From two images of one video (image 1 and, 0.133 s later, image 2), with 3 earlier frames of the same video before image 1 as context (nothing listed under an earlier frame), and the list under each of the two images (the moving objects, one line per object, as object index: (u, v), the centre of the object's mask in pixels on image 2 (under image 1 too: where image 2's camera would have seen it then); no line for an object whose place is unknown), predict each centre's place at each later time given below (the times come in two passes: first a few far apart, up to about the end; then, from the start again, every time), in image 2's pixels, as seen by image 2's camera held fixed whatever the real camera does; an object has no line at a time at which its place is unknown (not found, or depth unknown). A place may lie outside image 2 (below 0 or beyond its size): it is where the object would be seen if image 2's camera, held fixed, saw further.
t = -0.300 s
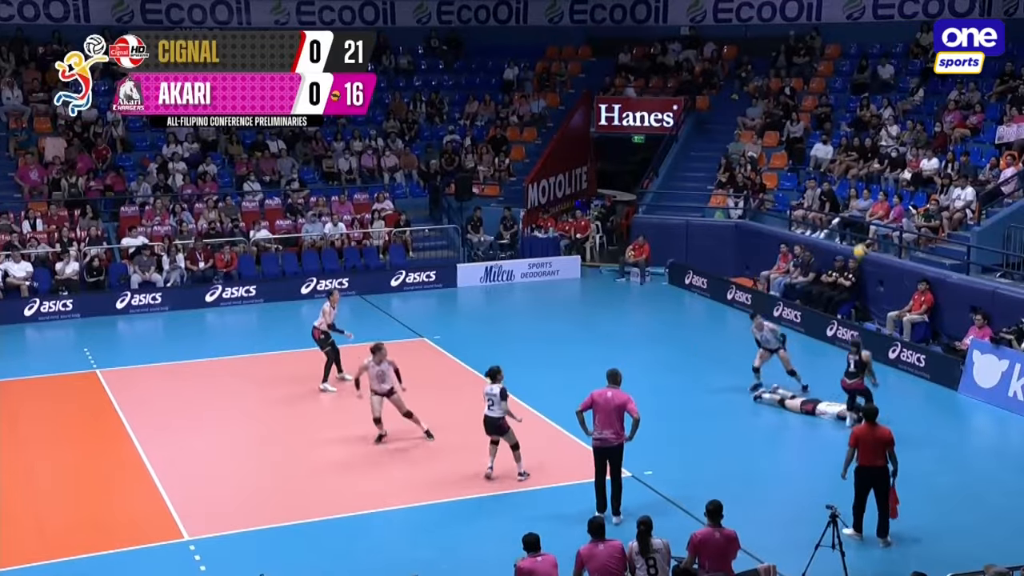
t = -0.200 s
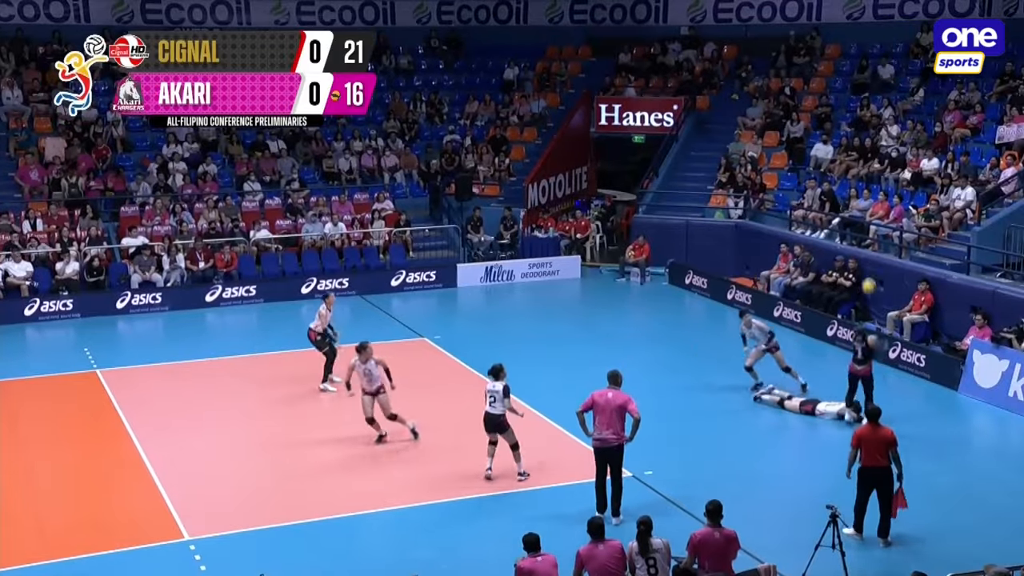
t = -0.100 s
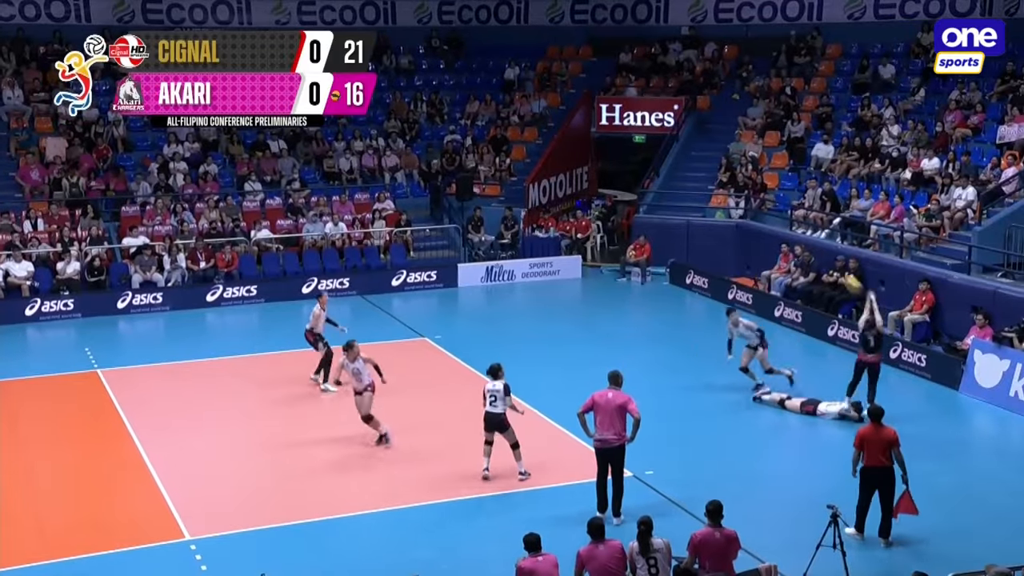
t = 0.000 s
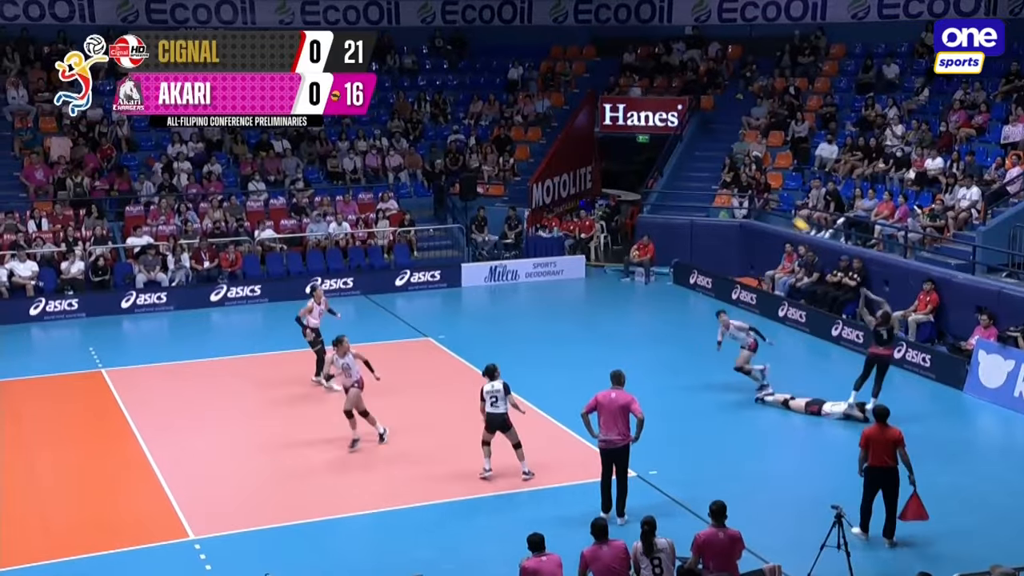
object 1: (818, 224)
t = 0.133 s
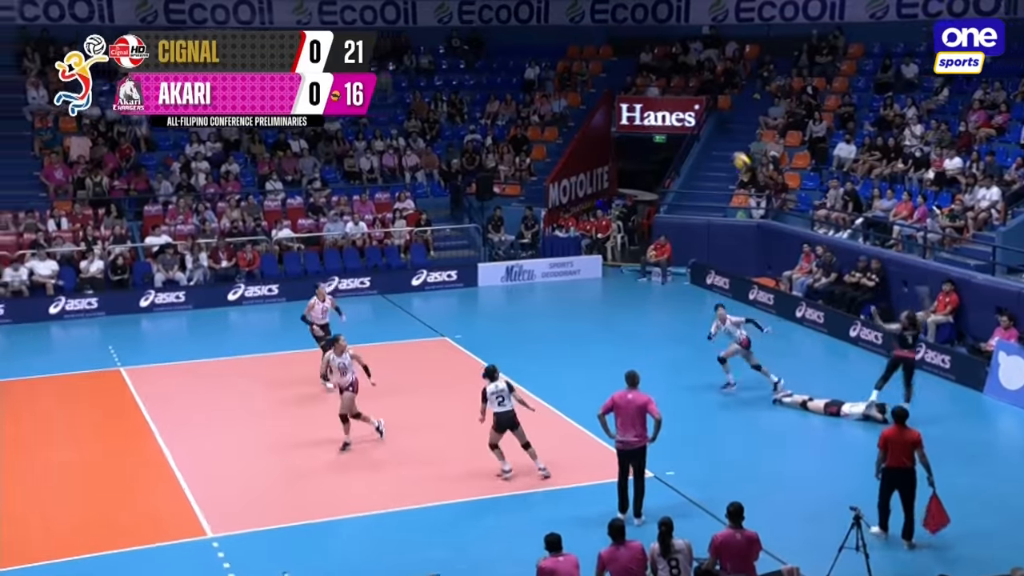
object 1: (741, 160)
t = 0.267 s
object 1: (661, 105)
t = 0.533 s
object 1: (498, 39)
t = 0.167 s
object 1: (721, 145)
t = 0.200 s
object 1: (702, 131)
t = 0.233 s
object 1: (682, 119)
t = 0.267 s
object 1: (661, 105)
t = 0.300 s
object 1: (641, 95)
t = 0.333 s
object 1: (621, 85)
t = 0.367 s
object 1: (601, 75)
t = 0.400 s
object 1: (581, 66)
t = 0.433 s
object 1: (560, 59)
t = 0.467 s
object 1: (540, 52)
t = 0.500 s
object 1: (518, 45)
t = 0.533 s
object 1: (498, 39)
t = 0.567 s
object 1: (476, 35)
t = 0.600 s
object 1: (455, 31)
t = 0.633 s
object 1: (434, 28)
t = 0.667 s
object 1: (413, 26)
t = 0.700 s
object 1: (392, 24)
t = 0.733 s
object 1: (371, 24)
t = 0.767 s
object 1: (350, 24)
